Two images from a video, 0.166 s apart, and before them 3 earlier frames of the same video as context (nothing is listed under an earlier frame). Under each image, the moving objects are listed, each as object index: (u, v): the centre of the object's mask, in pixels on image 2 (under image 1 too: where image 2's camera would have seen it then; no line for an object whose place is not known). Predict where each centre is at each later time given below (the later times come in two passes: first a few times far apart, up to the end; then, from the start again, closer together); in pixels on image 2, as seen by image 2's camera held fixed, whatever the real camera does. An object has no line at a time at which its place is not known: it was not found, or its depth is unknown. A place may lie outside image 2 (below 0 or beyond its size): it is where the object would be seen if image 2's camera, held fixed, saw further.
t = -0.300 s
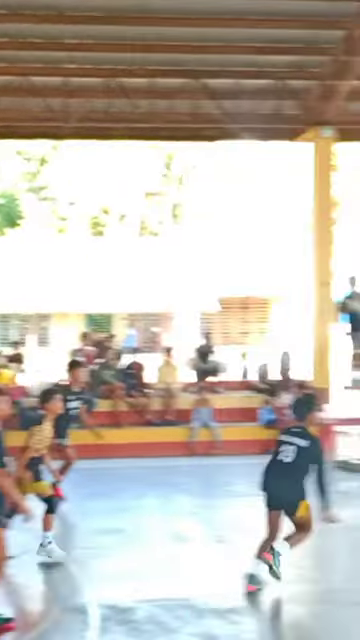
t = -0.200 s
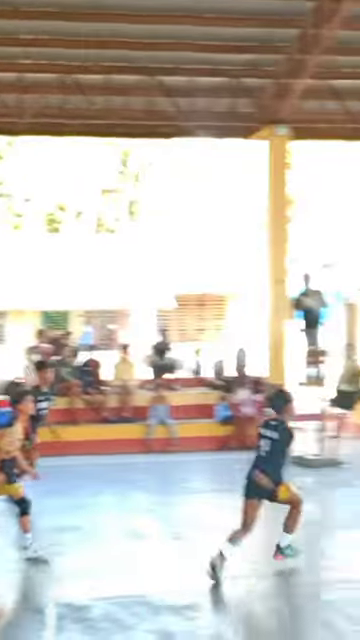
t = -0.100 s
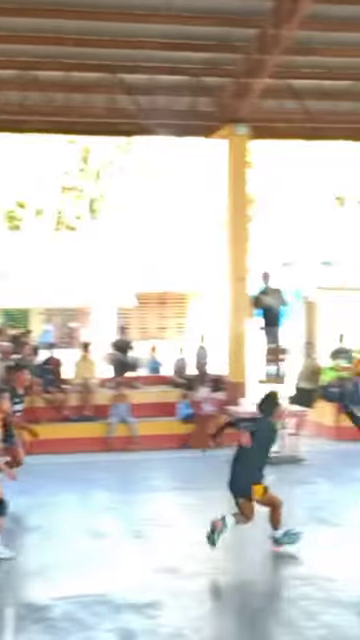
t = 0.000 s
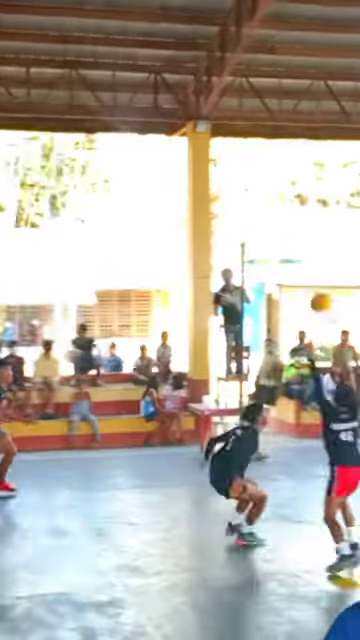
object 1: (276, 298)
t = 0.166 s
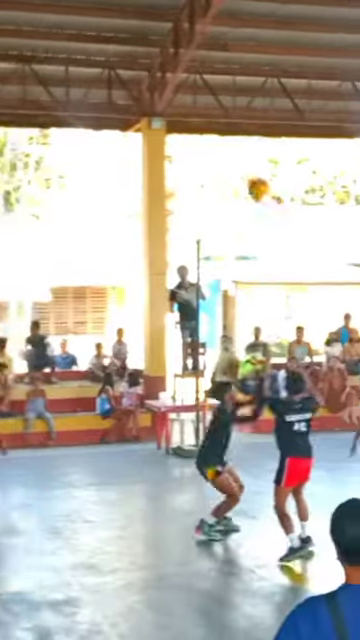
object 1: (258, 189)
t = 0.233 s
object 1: (252, 154)
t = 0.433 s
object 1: (235, 86)
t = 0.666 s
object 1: (217, 60)
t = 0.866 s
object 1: (206, 82)
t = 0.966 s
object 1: (200, 108)
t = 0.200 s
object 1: (254, 170)
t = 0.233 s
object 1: (252, 154)
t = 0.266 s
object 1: (249, 138)
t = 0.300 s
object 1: (245, 125)
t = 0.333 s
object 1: (242, 113)
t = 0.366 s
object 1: (240, 102)
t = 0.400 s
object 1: (238, 93)
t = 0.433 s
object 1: (235, 86)
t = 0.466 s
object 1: (232, 77)
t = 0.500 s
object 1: (229, 71)
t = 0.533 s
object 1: (228, 66)
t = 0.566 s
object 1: (225, 63)
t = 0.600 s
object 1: (221, 60)
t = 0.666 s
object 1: (217, 60)
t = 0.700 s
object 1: (216, 61)
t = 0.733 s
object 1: (214, 63)
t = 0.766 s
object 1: (212, 65)
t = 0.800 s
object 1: (209, 68)
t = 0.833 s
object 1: (209, 77)
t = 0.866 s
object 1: (206, 82)
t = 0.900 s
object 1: (205, 89)
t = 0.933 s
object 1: (201, 98)
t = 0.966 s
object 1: (200, 108)
